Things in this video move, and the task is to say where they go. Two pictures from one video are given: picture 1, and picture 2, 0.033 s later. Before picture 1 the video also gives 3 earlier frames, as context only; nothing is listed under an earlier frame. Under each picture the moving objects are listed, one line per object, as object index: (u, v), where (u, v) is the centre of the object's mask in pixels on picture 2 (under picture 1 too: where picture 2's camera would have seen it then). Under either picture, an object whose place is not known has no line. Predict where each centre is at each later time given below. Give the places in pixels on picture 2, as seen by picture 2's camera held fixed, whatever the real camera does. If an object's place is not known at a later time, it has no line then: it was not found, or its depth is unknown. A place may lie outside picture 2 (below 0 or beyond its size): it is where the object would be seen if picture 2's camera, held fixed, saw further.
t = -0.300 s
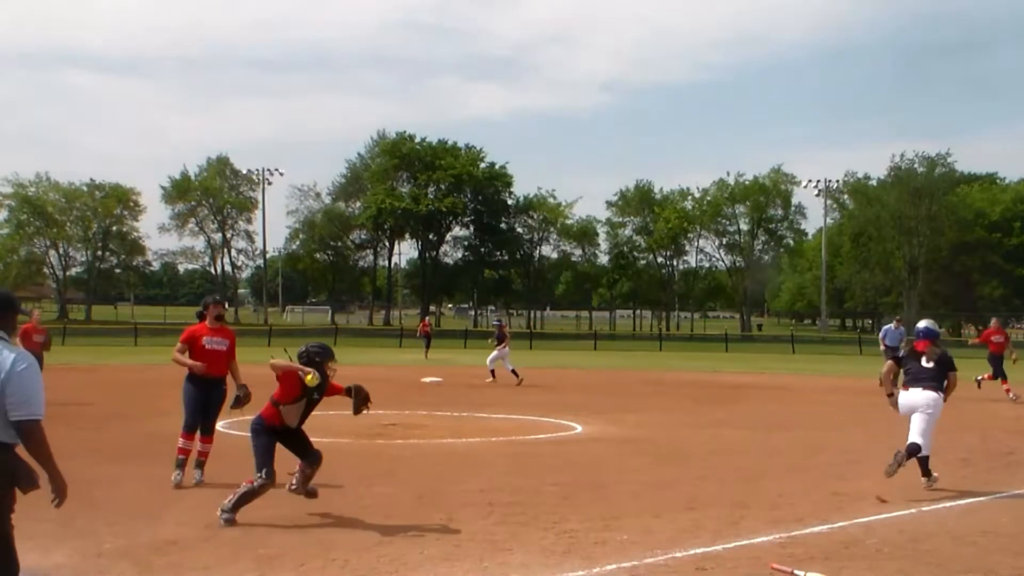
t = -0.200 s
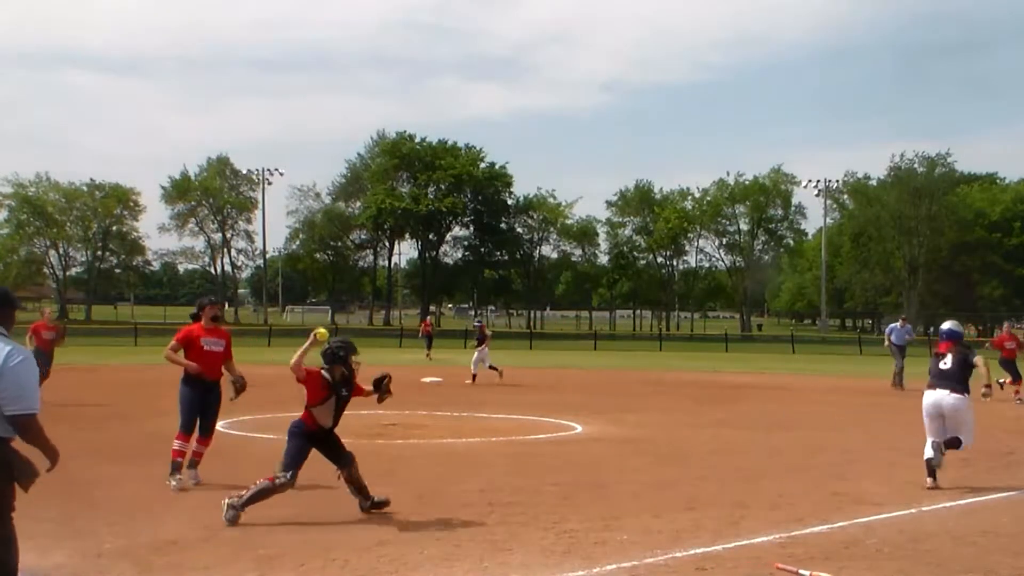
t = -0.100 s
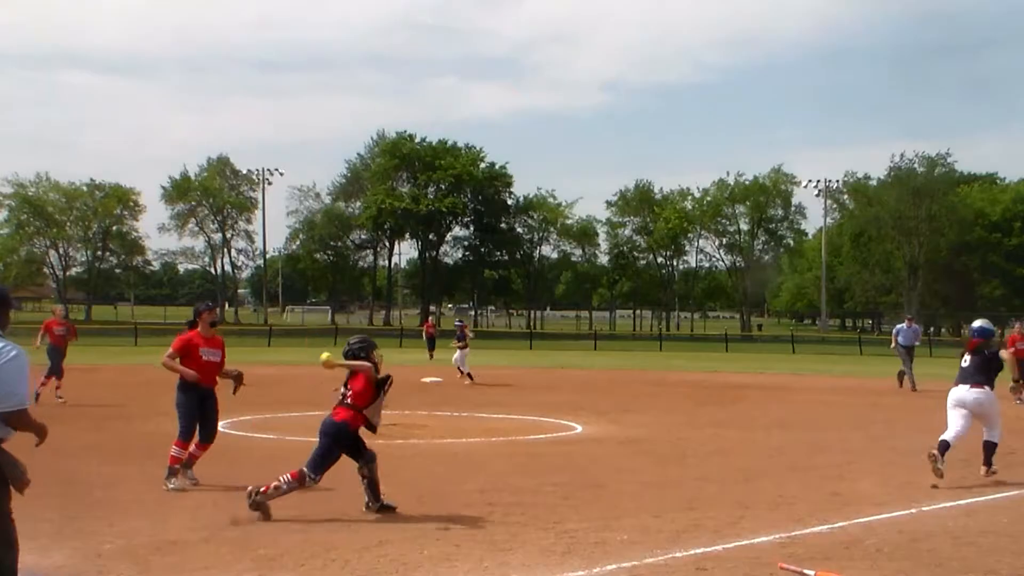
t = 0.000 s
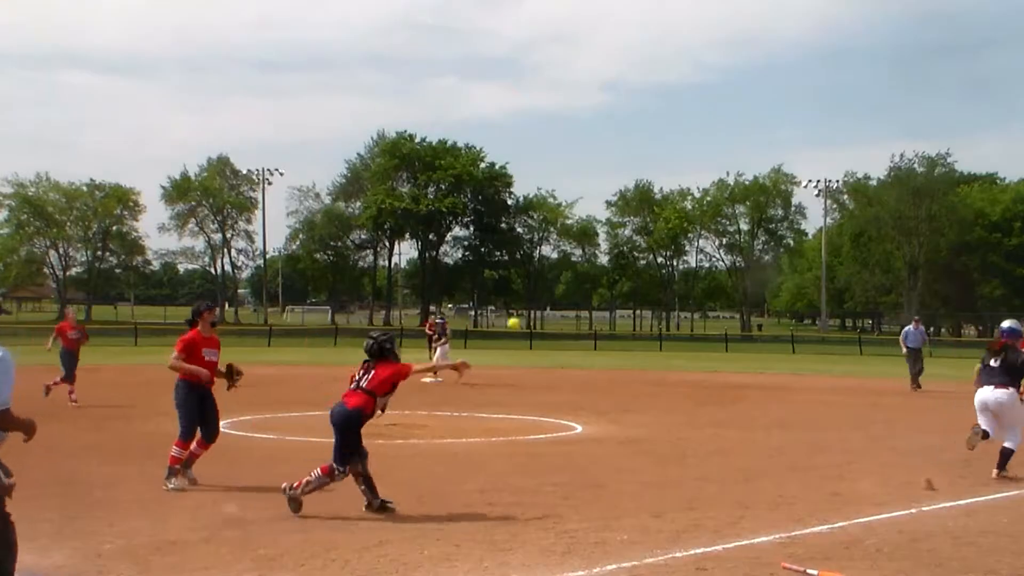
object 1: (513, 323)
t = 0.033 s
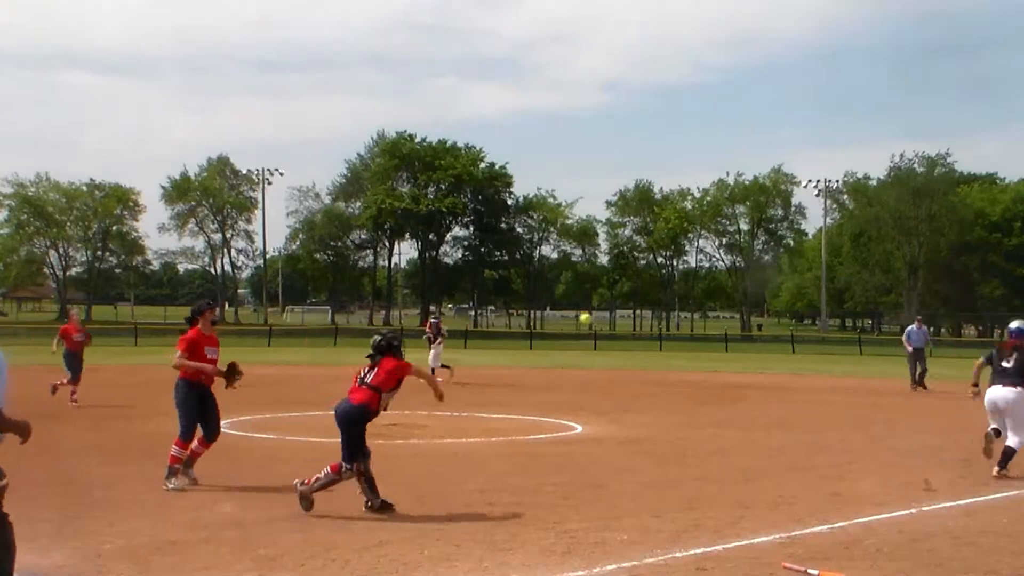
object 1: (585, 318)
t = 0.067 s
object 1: (651, 316)
